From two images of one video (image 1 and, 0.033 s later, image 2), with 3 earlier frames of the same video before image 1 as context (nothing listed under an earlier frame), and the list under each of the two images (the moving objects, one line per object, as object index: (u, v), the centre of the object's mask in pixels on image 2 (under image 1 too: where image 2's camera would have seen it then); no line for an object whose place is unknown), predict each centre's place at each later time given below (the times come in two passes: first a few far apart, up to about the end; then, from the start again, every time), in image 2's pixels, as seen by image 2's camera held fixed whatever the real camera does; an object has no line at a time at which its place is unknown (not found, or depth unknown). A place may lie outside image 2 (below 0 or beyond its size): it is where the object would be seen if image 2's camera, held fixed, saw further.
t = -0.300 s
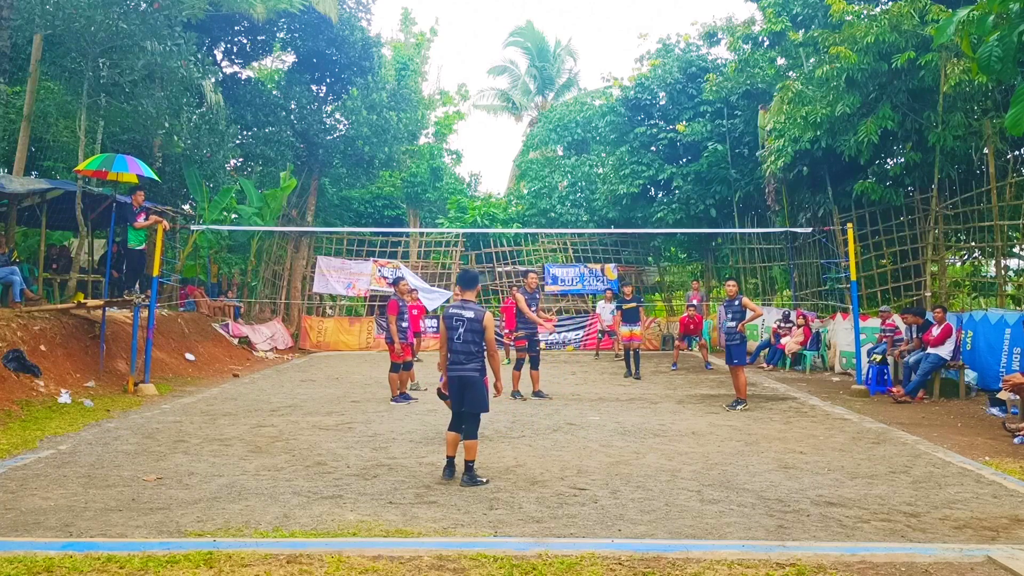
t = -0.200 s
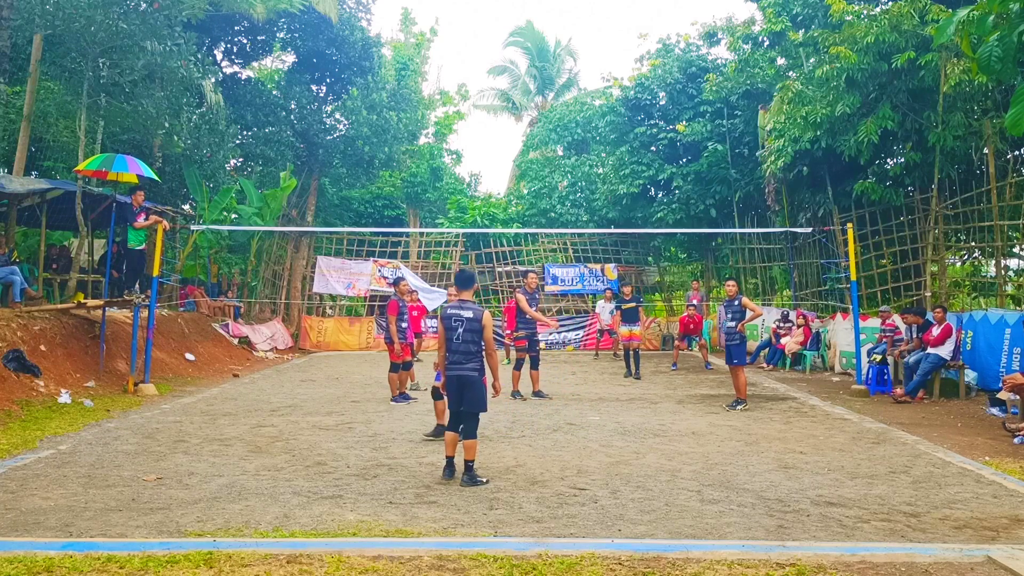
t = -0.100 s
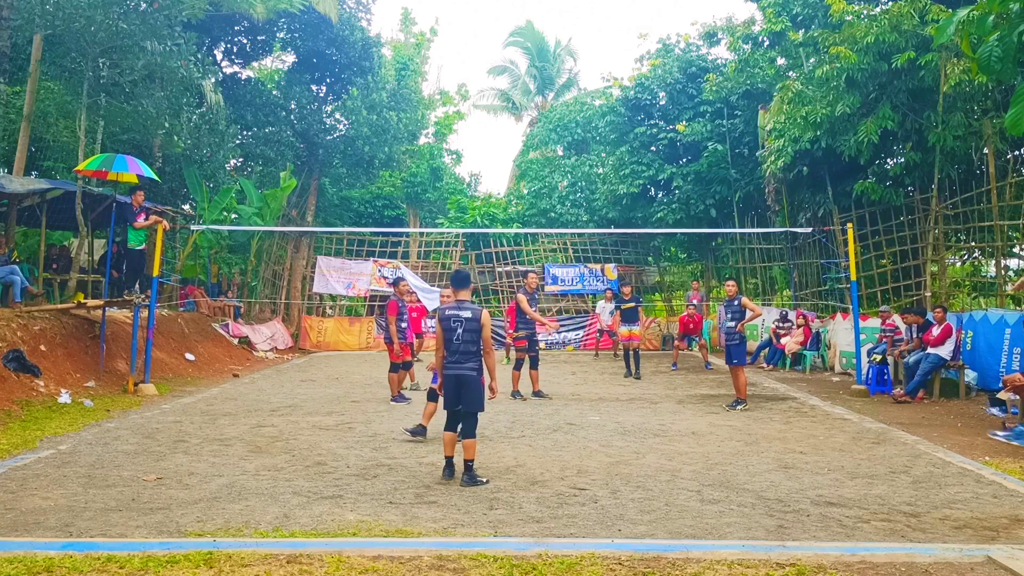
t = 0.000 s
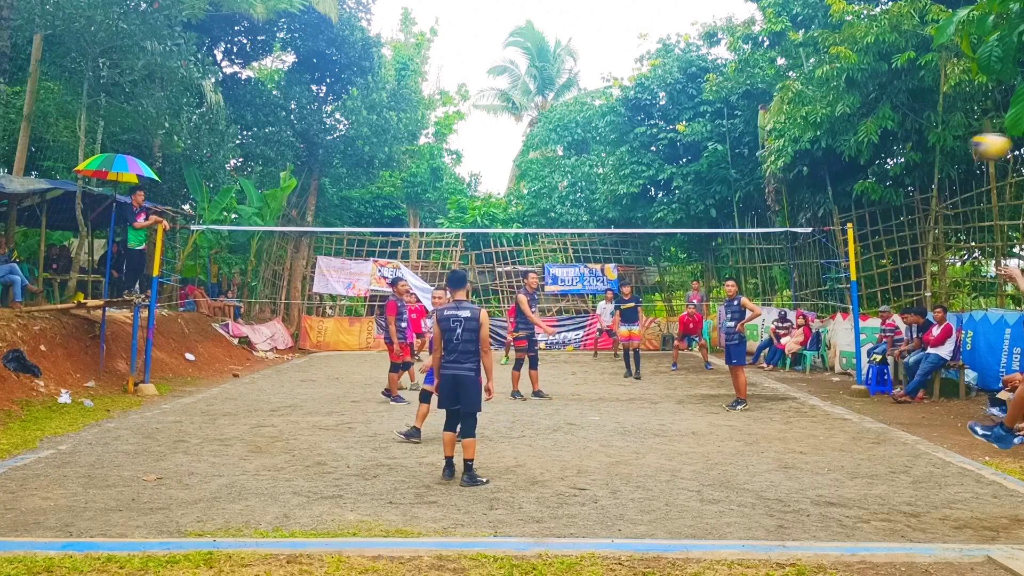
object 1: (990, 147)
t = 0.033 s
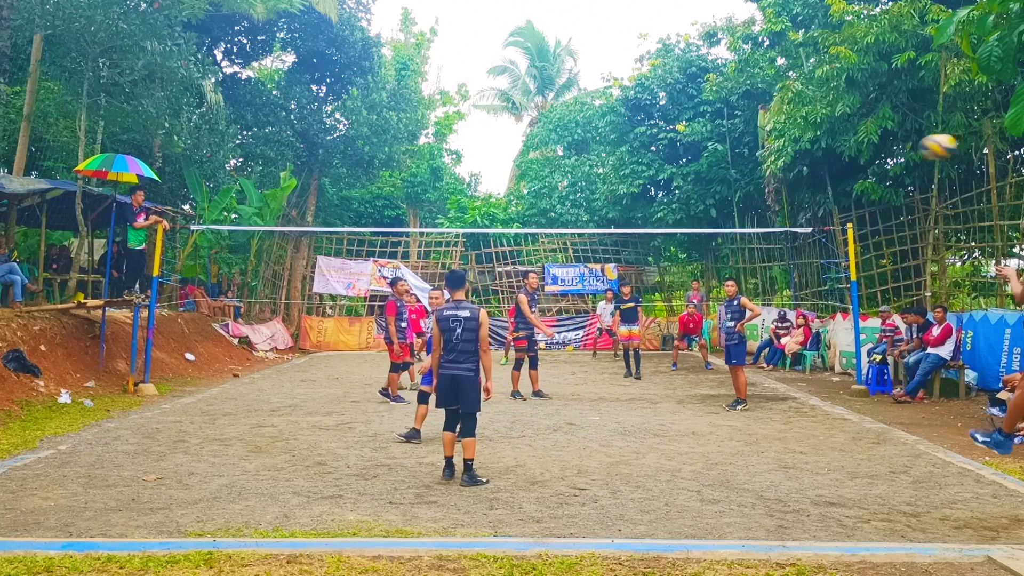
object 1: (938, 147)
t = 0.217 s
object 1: (752, 168)
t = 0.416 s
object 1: (638, 210)
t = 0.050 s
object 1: (914, 147)
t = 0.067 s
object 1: (893, 148)
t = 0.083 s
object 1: (874, 149)
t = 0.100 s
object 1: (855, 151)
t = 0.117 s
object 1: (838, 153)
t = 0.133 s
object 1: (821, 156)
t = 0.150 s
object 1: (806, 158)
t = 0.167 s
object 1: (792, 160)
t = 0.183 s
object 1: (778, 162)
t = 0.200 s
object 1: (765, 165)
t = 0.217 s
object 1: (752, 168)
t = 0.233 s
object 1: (740, 171)
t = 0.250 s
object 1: (729, 174)
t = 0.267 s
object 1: (719, 177)
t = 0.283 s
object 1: (708, 180)
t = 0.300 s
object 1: (698, 184)
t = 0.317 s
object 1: (688, 188)
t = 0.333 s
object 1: (679, 191)
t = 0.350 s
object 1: (671, 194)
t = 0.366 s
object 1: (662, 198)
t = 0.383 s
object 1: (654, 201)
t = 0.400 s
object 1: (646, 206)
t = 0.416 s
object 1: (638, 210)
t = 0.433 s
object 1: (630, 214)
